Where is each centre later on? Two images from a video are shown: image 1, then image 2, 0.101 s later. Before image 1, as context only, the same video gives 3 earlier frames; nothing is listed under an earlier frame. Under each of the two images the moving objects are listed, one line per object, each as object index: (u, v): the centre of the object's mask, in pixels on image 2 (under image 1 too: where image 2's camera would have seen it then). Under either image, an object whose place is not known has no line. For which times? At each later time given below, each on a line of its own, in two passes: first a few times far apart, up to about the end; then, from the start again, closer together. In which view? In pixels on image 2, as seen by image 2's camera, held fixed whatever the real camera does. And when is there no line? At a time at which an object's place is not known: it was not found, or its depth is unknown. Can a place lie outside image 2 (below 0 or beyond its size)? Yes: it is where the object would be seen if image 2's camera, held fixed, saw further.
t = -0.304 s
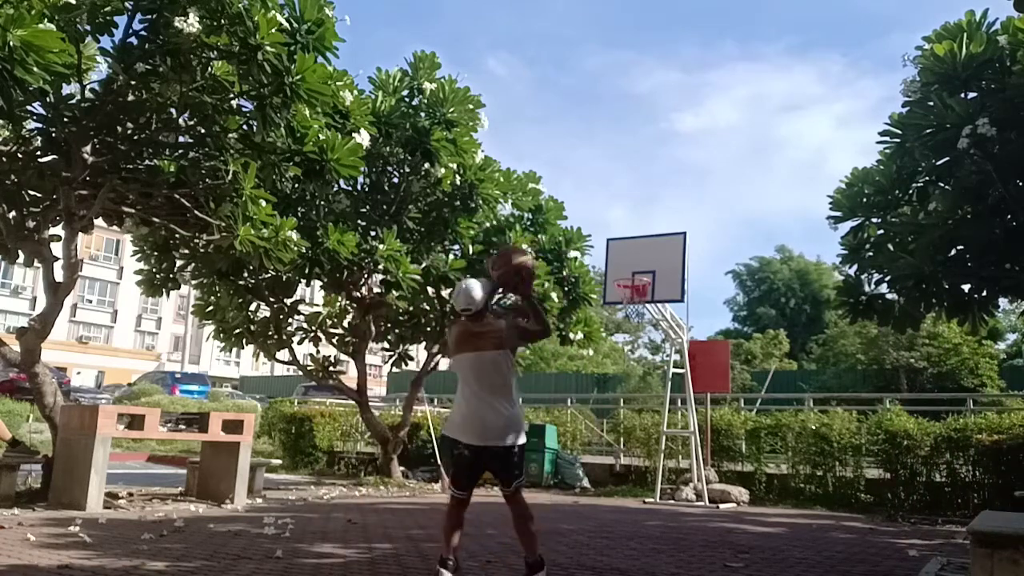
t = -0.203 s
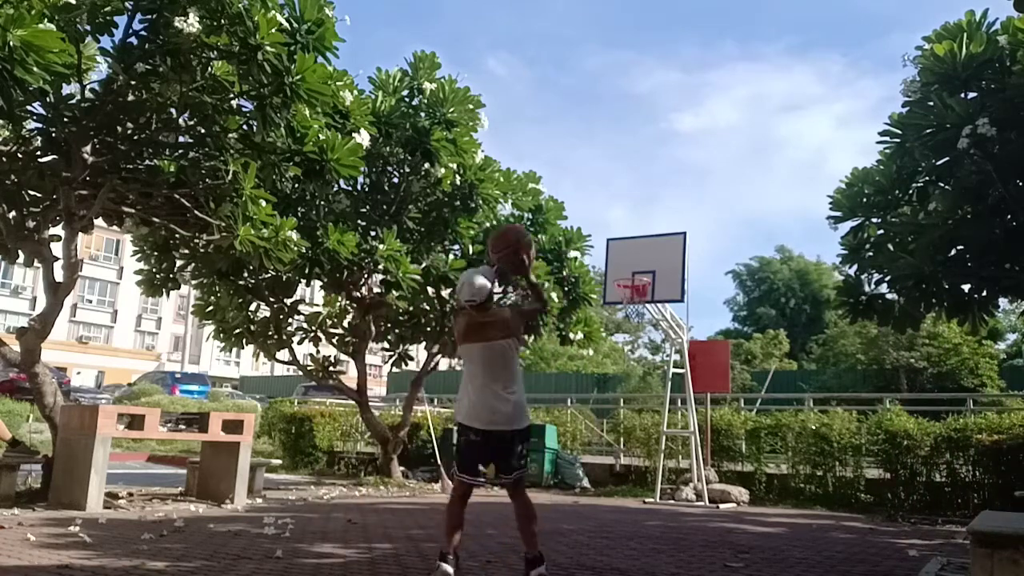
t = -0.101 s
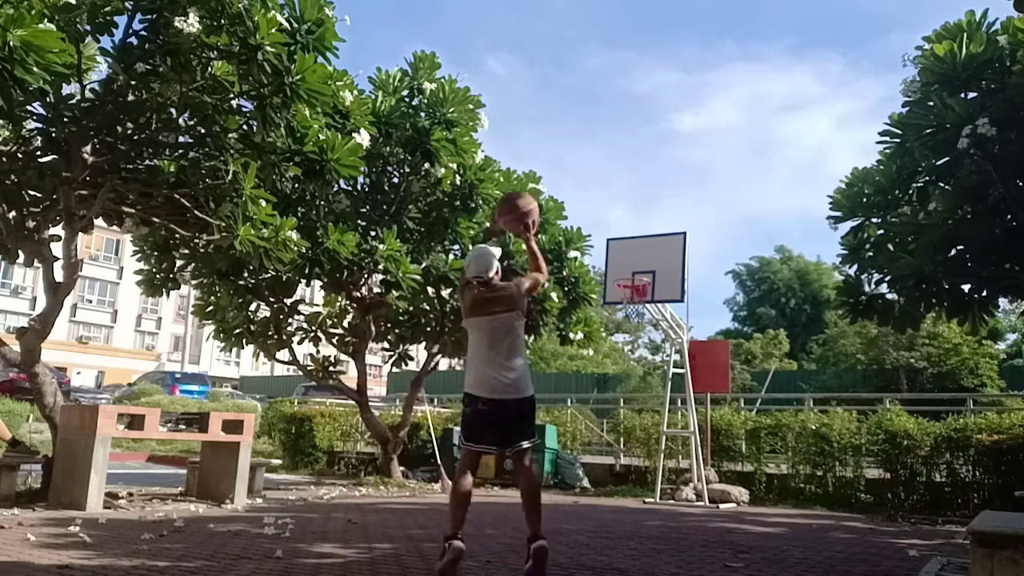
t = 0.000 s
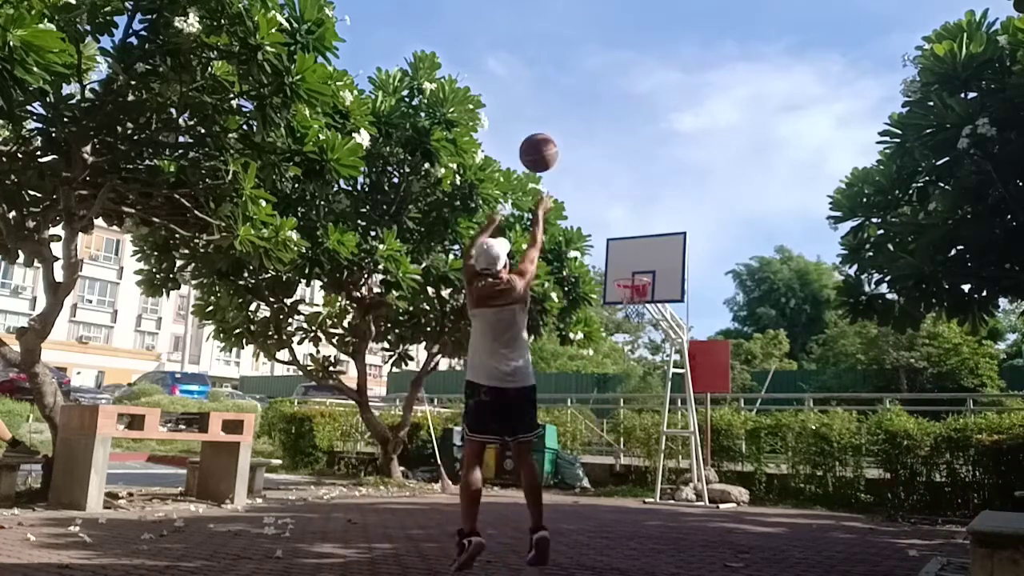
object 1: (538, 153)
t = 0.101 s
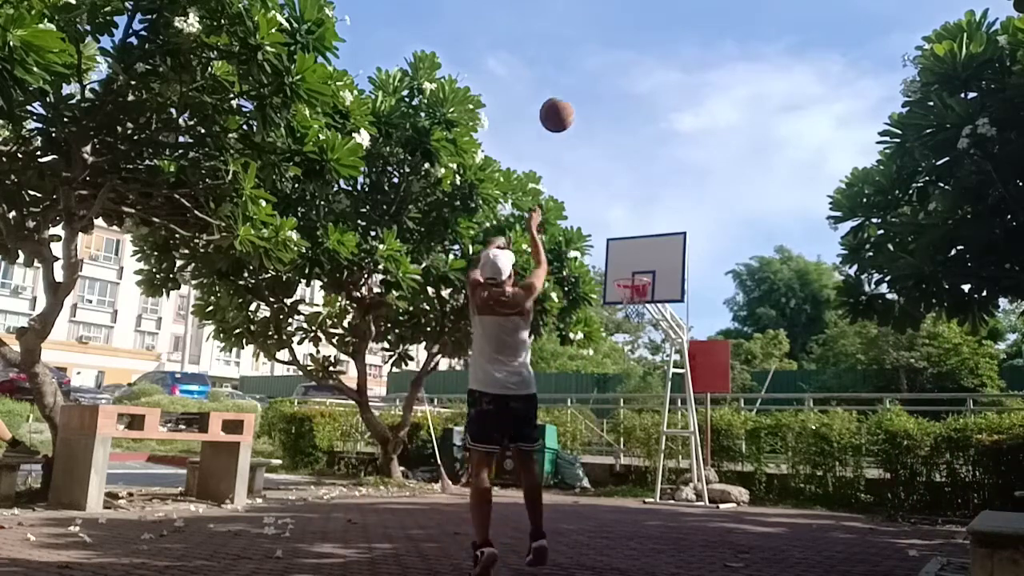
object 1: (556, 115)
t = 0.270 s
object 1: (579, 92)
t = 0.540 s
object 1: (602, 124)
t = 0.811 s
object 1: (619, 207)
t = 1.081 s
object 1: (640, 296)
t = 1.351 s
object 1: (634, 300)
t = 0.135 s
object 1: (561, 106)
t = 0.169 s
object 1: (566, 101)
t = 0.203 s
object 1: (571, 96)
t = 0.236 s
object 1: (575, 94)
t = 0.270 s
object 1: (579, 92)
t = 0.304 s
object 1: (583, 92)
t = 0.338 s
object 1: (586, 94)
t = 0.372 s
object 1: (589, 96)
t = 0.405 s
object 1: (592, 100)
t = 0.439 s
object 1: (595, 105)
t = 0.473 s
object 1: (598, 110)
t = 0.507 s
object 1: (601, 116)
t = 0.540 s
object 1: (602, 124)
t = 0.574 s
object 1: (605, 132)
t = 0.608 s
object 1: (607, 141)
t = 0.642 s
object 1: (609, 150)
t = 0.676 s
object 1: (612, 160)
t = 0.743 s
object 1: (616, 182)
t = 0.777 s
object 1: (617, 194)
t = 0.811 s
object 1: (619, 207)
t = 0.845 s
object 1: (621, 220)
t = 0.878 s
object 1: (623, 233)
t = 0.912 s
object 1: (625, 247)
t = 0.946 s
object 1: (627, 262)
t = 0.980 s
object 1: (628, 276)
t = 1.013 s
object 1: (632, 287)
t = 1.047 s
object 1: (637, 293)
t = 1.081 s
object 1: (640, 296)
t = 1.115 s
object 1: (642, 292)
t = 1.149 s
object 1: (640, 295)
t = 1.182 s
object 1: (640, 293)
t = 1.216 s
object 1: (639, 294)
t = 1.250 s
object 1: (638, 294)
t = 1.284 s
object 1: (637, 295)
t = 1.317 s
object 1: (636, 296)
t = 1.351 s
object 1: (634, 300)
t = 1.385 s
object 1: (632, 304)
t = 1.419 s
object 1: (631, 310)
